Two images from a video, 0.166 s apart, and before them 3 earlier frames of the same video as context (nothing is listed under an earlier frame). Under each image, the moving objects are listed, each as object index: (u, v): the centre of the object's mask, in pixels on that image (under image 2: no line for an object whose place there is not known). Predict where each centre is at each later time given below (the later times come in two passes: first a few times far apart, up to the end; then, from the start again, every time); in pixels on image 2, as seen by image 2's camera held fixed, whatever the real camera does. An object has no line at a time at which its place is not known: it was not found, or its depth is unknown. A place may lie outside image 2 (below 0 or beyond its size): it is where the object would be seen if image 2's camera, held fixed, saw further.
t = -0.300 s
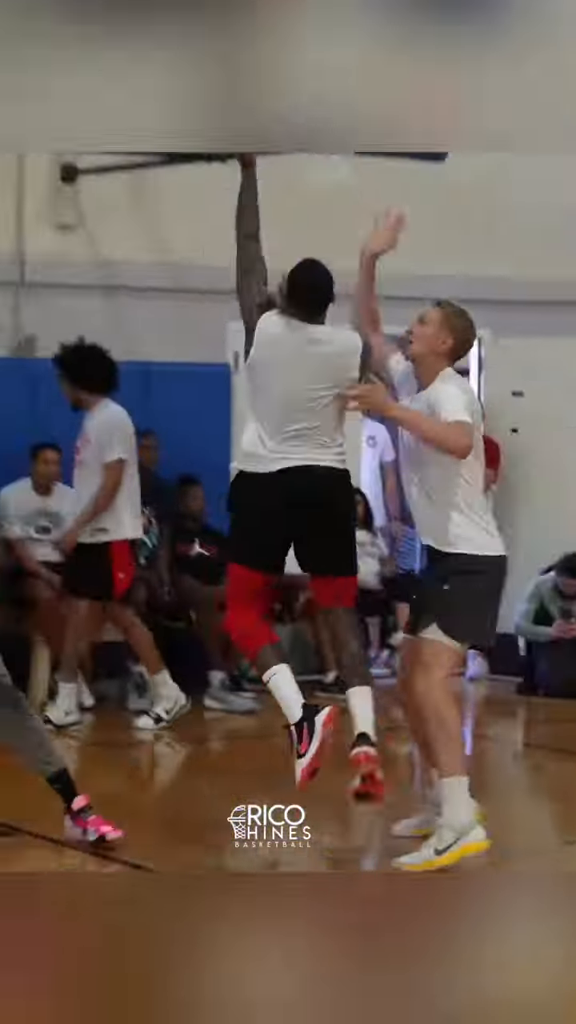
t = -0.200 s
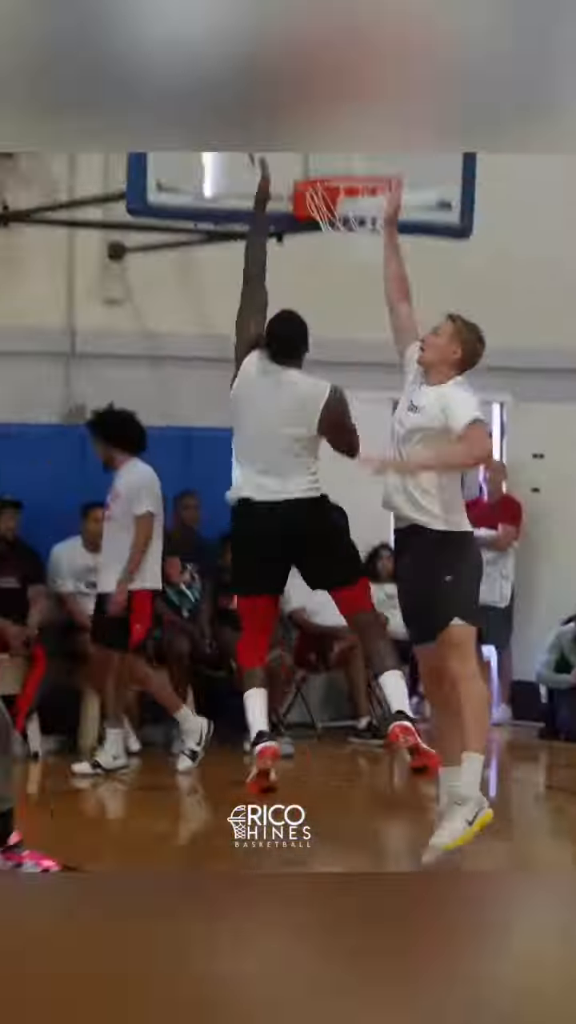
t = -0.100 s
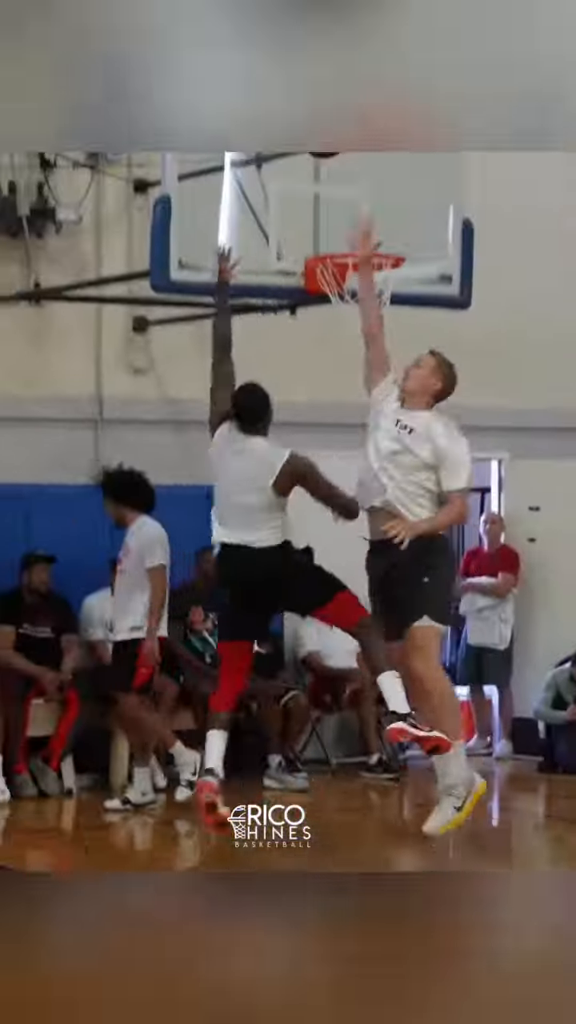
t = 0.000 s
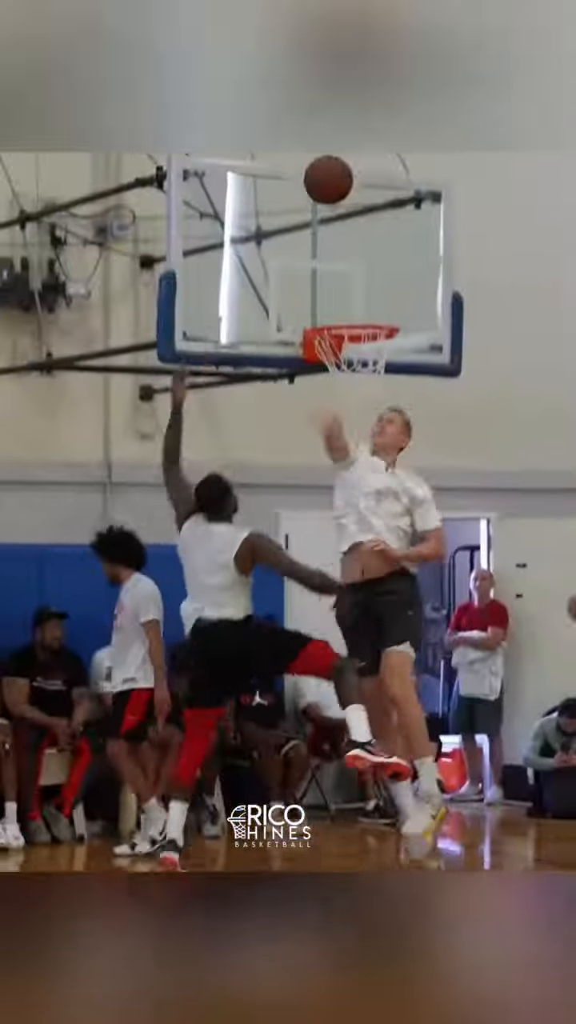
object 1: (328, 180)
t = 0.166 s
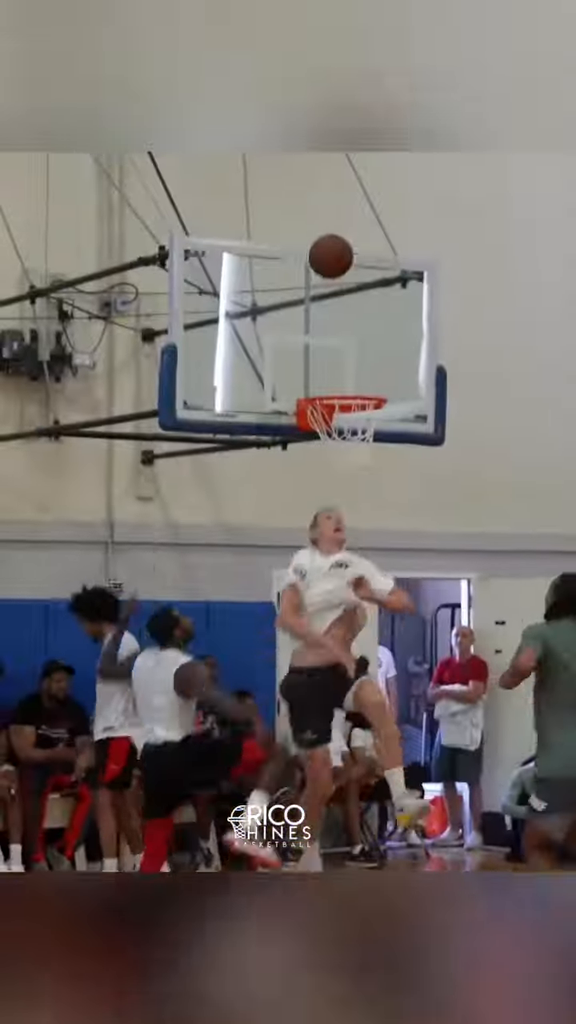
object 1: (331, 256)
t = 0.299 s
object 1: (339, 288)
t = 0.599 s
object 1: (353, 441)
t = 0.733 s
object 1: (343, 461)
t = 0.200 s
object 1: (333, 261)
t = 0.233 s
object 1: (335, 269)
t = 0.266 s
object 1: (337, 278)
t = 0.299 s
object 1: (339, 288)
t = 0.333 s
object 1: (341, 301)
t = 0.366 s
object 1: (343, 316)
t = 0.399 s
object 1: (344, 332)
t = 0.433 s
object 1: (346, 349)
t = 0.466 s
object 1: (348, 369)
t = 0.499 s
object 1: (350, 384)
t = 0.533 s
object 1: (353, 414)
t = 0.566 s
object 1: (351, 424)
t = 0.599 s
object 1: (353, 441)
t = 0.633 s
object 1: (349, 450)
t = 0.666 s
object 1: (345, 451)
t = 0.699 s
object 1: (343, 454)
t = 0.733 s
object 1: (343, 461)
